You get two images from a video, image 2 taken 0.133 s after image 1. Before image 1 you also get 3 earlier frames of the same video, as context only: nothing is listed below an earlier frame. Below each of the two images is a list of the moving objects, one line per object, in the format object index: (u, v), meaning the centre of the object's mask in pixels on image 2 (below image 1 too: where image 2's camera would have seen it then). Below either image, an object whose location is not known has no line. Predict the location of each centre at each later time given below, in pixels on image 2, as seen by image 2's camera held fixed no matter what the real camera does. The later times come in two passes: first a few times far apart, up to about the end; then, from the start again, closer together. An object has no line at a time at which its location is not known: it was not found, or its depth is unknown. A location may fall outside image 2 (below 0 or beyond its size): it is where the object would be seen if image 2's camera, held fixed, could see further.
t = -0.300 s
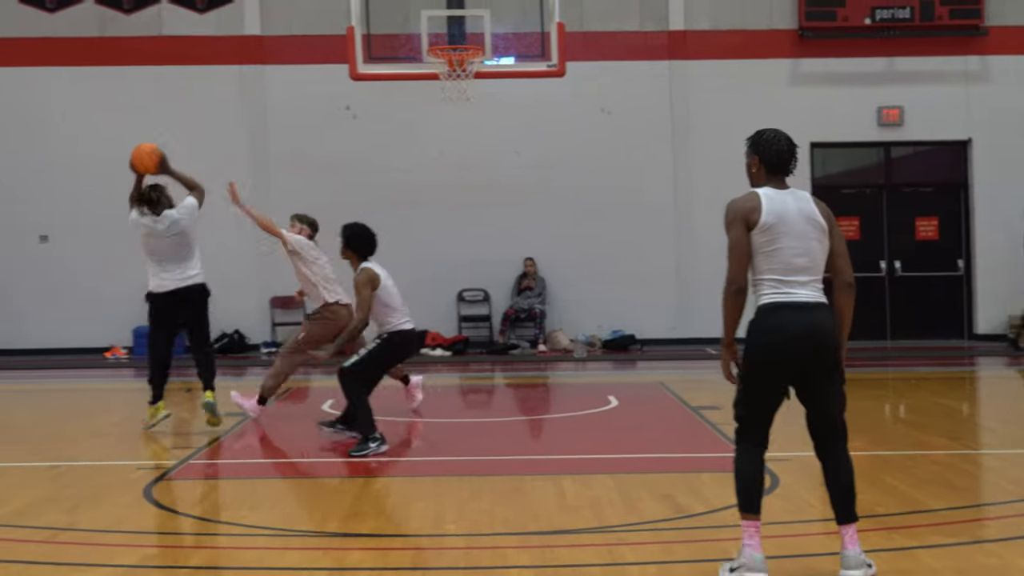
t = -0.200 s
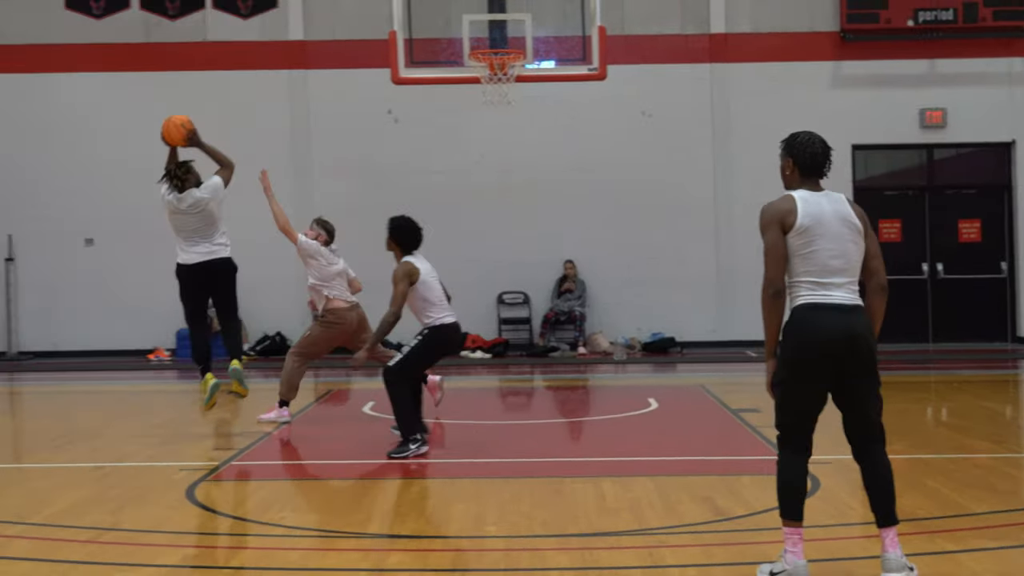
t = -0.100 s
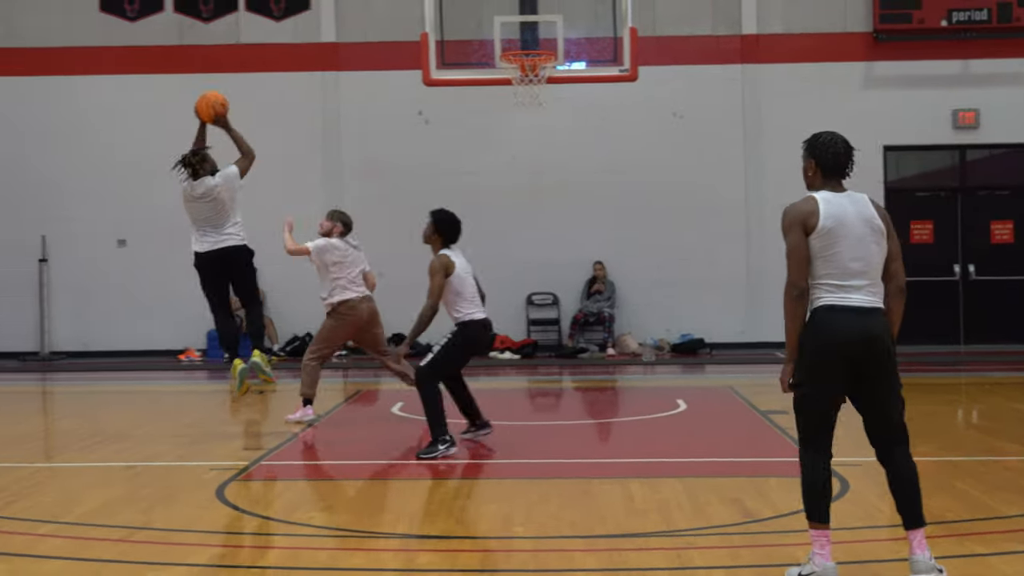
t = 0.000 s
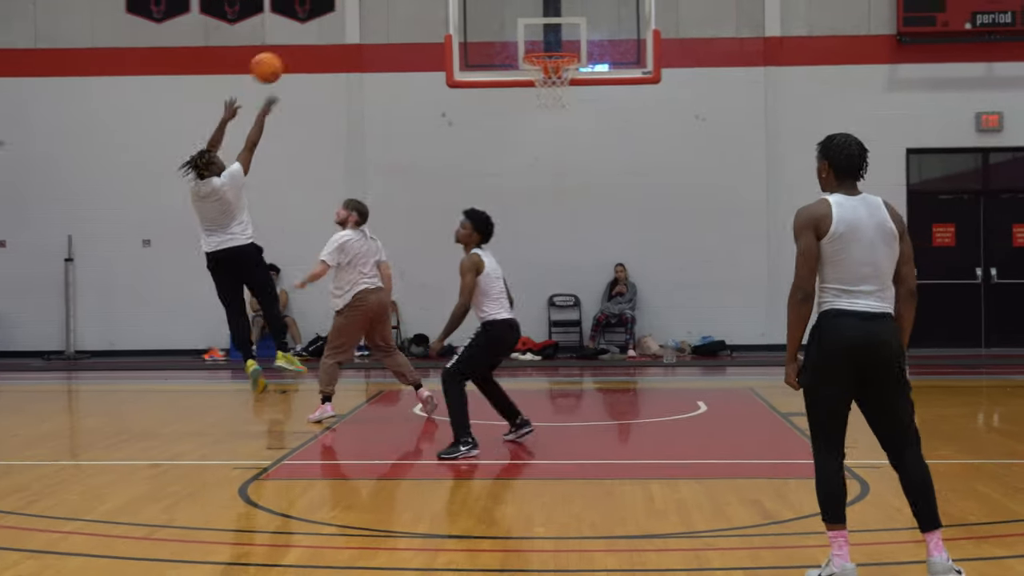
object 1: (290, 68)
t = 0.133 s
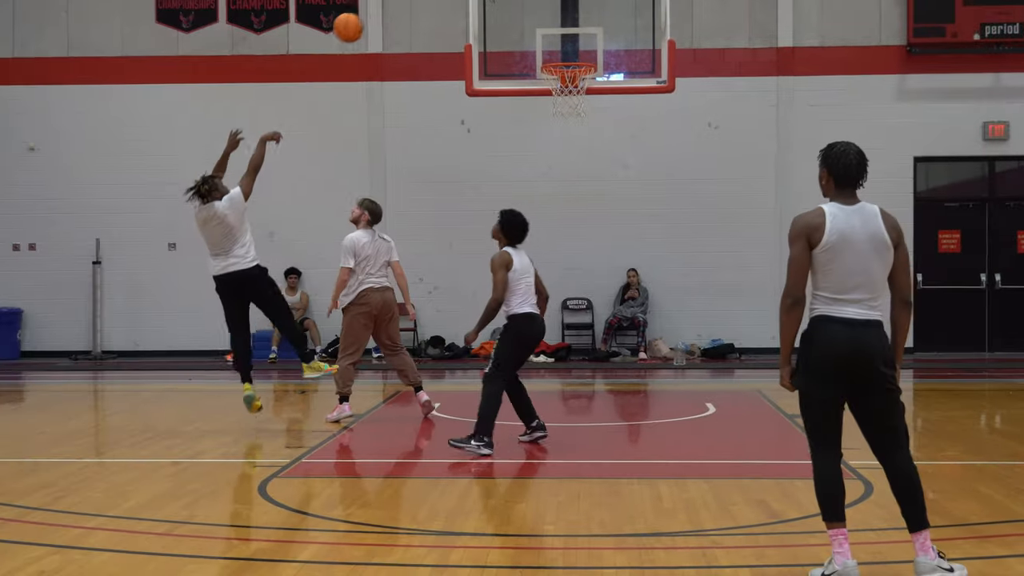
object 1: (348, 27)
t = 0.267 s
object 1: (402, 5)
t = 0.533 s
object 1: (503, 18)
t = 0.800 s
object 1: (576, 93)
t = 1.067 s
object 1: (564, 151)
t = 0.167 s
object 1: (361, 19)
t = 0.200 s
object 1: (375, 12)
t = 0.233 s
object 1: (389, 8)
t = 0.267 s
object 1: (402, 5)
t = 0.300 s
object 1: (416, 5)
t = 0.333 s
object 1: (429, 4)
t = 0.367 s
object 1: (442, 4)
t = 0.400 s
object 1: (455, 4)
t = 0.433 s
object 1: (468, 6)
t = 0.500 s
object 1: (491, 11)
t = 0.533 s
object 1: (503, 18)
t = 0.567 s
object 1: (515, 24)
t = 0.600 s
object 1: (528, 32)
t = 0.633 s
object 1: (539, 41)
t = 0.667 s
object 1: (550, 52)
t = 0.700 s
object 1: (564, 69)
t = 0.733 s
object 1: (570, 74)
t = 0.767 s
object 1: (572, 83)
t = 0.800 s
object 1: (576, 93)
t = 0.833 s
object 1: (576, 100)
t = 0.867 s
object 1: (575, 108)
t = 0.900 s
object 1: (573, 109)
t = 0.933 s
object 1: (571, 114)
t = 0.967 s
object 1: (569, 122)
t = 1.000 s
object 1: (568, 130)
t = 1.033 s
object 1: (566, 140)
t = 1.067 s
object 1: (564, 151)
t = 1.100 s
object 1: (563, 163)
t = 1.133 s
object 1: (561, 177)
